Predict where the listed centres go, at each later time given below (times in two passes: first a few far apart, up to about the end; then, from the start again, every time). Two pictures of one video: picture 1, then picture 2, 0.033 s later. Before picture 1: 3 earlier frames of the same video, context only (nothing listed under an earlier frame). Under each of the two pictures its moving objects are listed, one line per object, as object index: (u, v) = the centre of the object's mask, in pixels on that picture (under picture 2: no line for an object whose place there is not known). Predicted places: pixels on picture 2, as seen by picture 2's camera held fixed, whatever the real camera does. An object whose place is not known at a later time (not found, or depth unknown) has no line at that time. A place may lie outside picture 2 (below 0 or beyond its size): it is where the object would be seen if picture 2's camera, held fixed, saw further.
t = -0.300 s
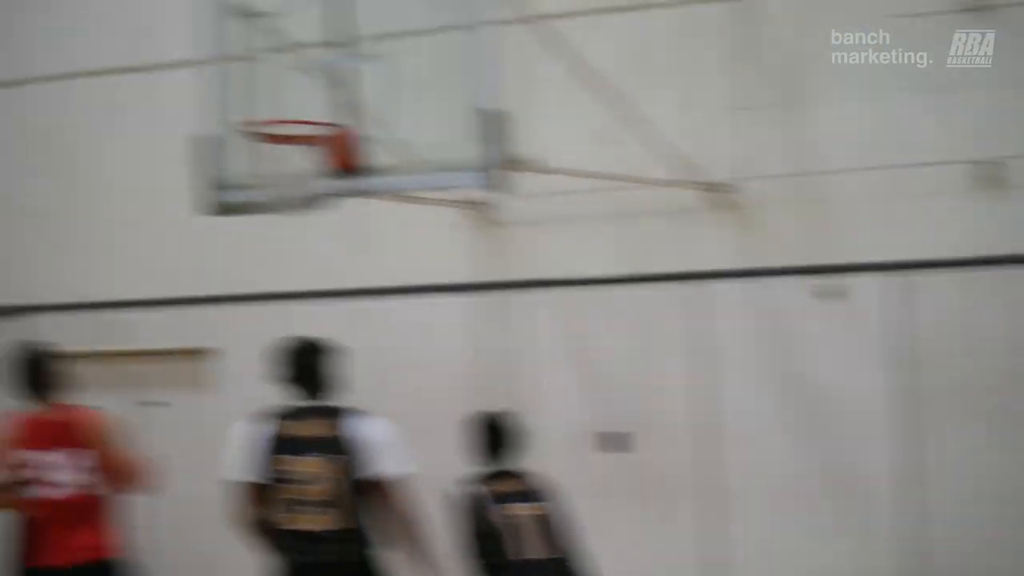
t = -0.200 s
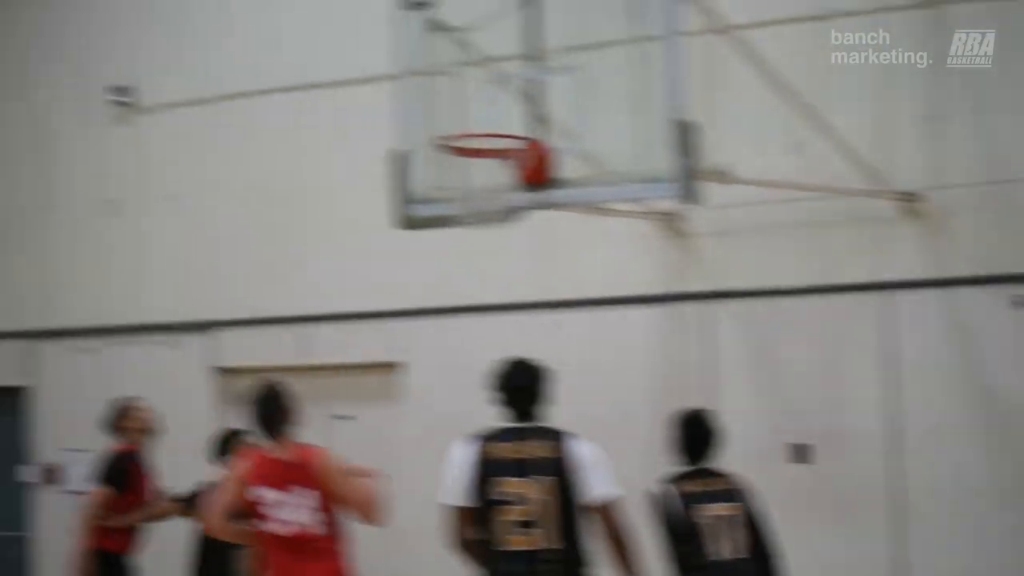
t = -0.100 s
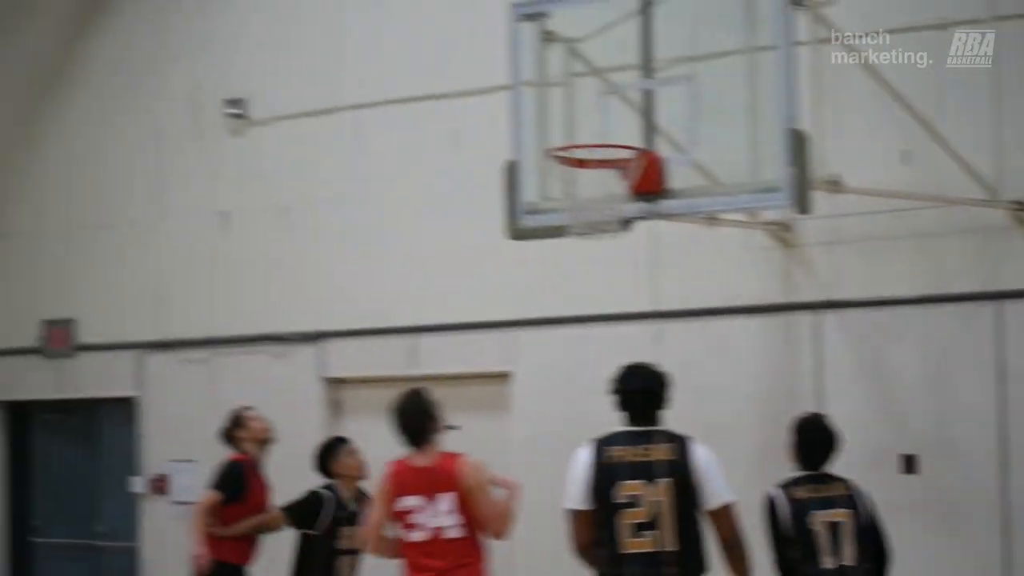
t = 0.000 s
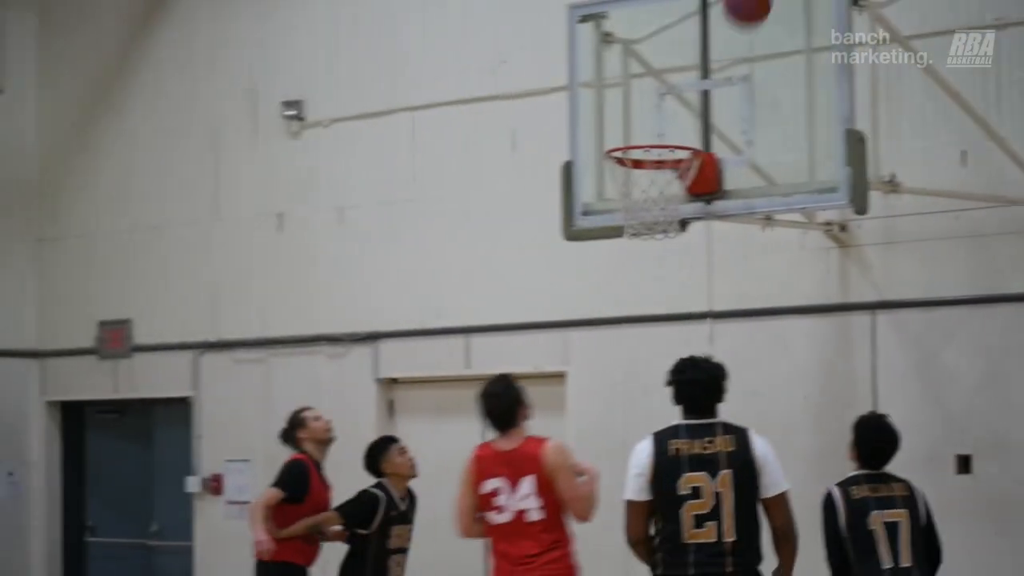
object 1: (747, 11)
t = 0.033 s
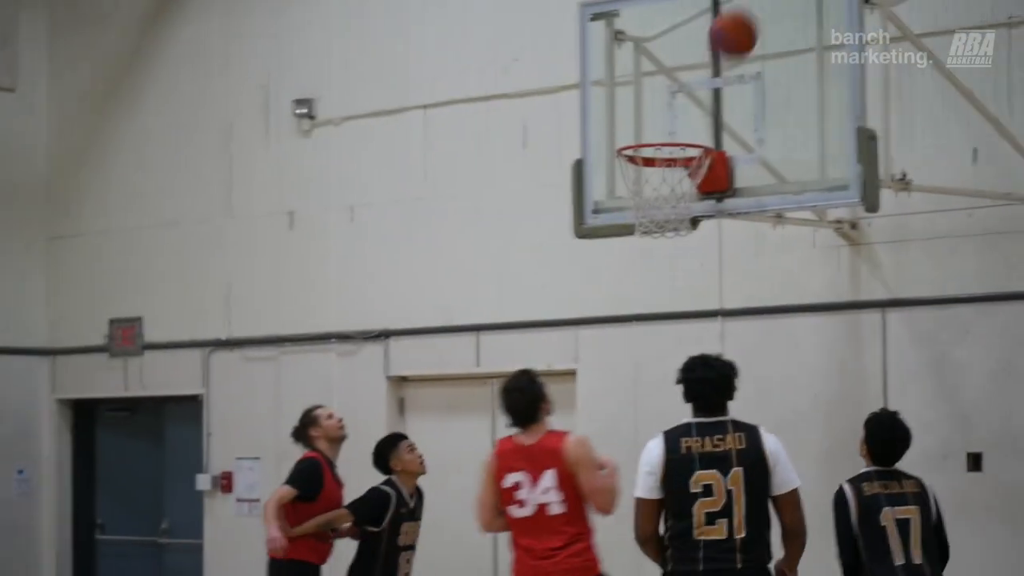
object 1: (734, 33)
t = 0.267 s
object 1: (641, 204)
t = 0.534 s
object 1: (659, 260)
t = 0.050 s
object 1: (721, 51)
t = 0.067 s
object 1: (708, 69)
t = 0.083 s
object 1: (695, 90)
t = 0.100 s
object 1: (683, 109)
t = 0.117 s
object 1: (671, 125)
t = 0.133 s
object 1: (658, 147)
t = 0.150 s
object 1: (643, 171)
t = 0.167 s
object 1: (636, 187)
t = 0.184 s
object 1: (633, 195)
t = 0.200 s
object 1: (631, 197)
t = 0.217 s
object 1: (633, 197)
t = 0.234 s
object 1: (634, 195)
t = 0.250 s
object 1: (635, 195)
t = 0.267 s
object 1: (641, 204)
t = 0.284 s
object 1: (641, 204)
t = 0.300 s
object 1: (640, 204)
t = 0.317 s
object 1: (641, 206)
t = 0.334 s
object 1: (641, 207)
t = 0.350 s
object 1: (641, 209)
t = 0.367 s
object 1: (642, 212)
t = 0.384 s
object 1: (642, 215)
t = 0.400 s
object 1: (643, 219)
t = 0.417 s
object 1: (645, 223)
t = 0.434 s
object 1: (647, 227)
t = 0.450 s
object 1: (649, 232)
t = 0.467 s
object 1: (652, 237)
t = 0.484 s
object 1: (654, 241)
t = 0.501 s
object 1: (657, 247)
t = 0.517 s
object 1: (659, 253)
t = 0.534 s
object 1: (659, 260)
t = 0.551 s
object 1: (661, 269)
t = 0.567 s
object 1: (662, 278)
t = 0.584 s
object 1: (663, 288)
